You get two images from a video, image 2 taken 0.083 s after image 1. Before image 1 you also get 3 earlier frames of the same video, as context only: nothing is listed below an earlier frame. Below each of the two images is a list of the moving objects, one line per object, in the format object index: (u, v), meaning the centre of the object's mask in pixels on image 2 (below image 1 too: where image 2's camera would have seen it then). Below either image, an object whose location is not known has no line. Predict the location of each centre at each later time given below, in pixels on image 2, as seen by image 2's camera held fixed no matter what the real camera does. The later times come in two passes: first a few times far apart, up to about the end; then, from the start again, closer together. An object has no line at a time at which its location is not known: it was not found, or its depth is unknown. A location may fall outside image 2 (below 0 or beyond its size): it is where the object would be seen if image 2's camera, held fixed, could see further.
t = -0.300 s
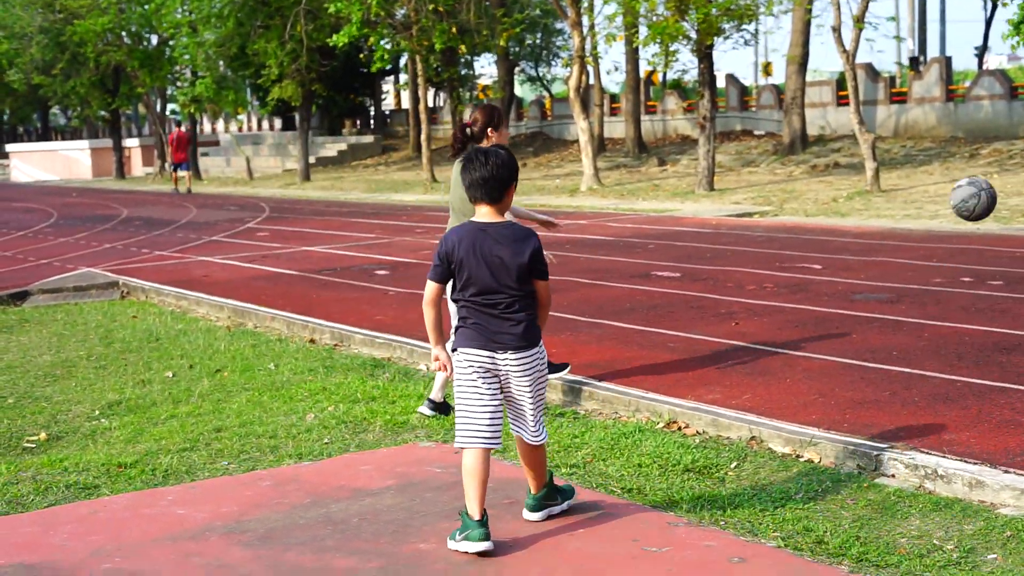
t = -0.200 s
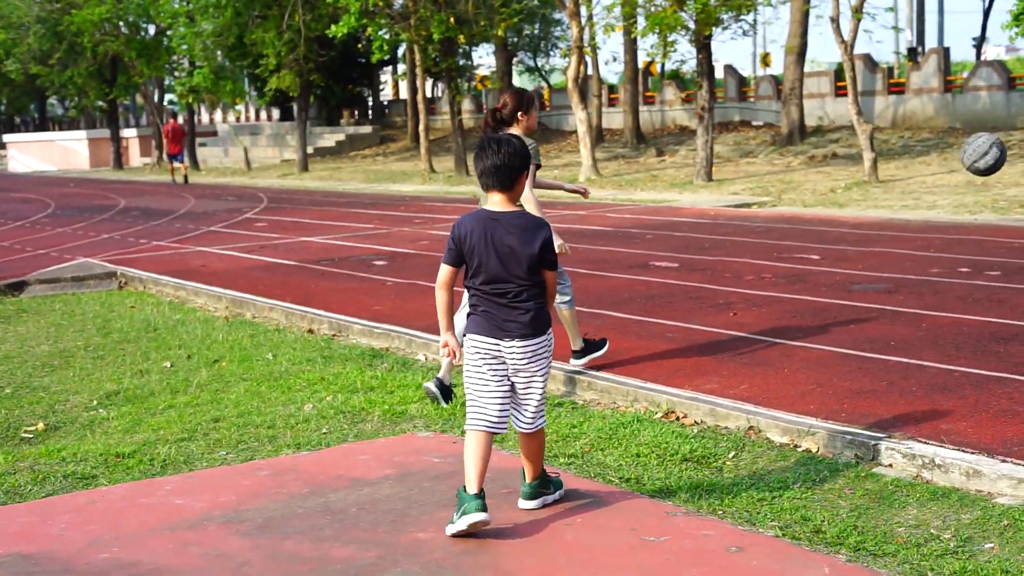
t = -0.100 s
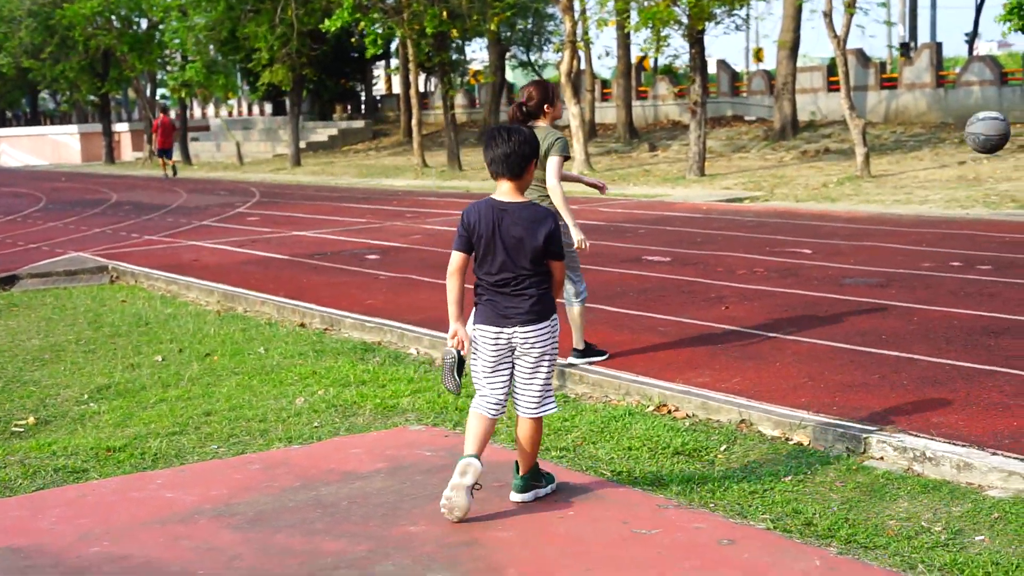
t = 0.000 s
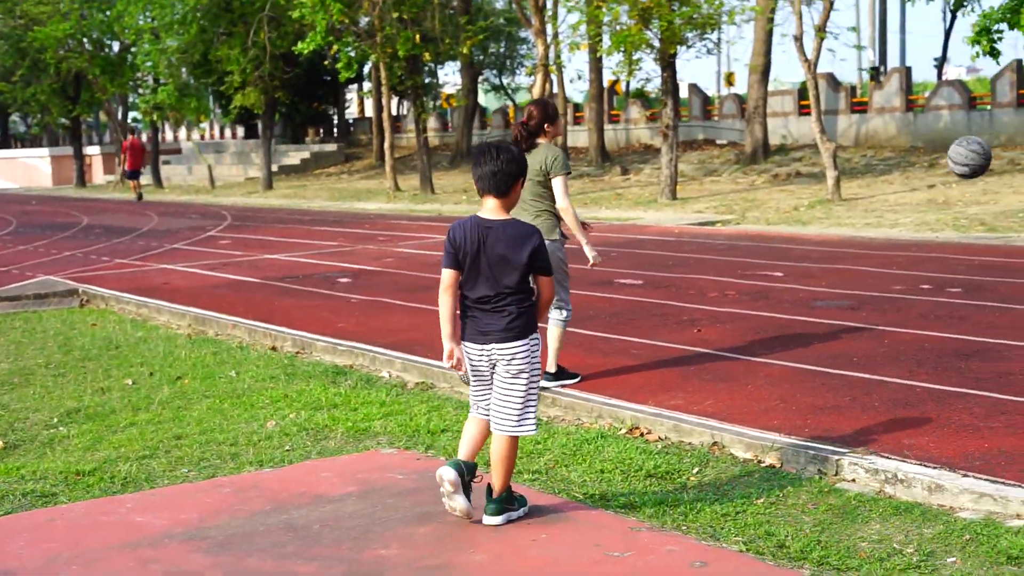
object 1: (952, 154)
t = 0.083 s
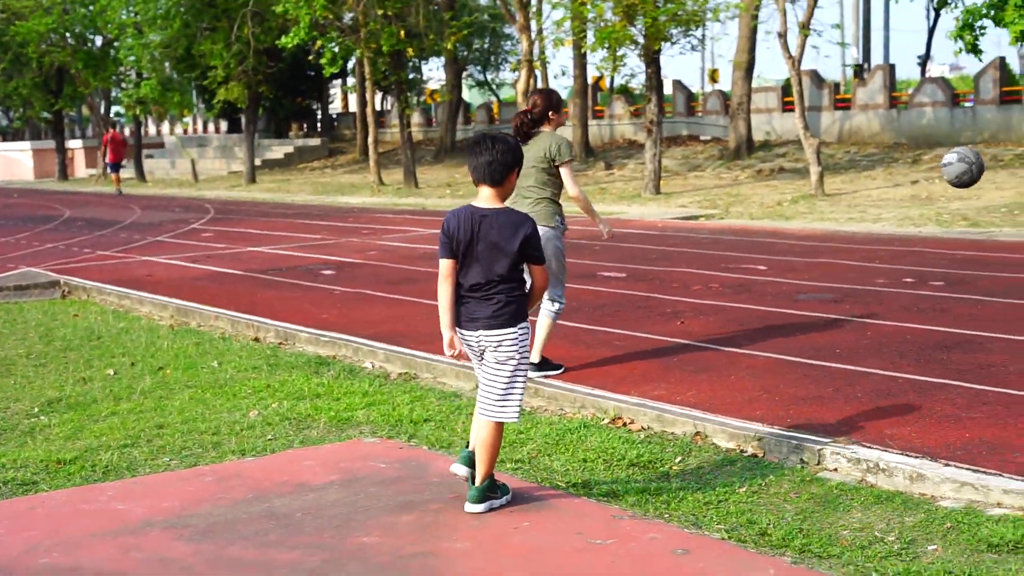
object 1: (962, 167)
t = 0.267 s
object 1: (985, 241)
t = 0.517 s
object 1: (1015, 221)
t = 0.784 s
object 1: (1045, 160)
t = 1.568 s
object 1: (1127, 175)
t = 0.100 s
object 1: (964, 172)
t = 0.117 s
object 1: (966, 177)
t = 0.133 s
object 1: (968, 182)
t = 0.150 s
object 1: (971, 188)
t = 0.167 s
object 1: (973, 194)
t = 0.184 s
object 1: (975, 201)
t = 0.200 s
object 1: (977, 208)
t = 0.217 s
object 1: (980, 215)
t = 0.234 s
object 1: (981, 223)
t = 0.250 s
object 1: (983, 231)
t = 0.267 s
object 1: (985, 241)
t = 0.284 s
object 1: (987, 250)
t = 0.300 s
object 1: (988, 259)
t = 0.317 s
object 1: (990, 269)
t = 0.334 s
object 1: (992, 280)
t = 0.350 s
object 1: (994, 290)
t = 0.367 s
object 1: (996, 302)
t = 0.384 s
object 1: (998, 298)
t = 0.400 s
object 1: (1000, 286)
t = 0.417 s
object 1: (1002, 276)
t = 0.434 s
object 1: (1004, 266)
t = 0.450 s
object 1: (1005, 257)
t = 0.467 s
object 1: (1007, 248)
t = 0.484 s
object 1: (1010, 239)
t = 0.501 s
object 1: (1012, 231)
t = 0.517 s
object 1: (1015, 221)
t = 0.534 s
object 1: (1017, 213)
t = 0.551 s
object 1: (1019, 207)
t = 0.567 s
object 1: (1020, 201)
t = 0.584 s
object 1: (1023, 195)
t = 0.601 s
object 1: (1025, 189)
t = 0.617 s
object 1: (1027, 184)
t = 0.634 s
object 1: (1029, 180)
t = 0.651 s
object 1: (1030, 176)
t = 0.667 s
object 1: (1032, 172)
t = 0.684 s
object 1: (1034, 169)
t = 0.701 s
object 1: (1035, 167)
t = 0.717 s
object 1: (1037, 165)
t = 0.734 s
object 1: (1039, 163)
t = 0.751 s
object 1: (1041, 161)
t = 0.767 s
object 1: (1043, 161)
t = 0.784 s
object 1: (1045, 160)
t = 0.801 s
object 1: (1047, 161)
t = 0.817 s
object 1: (1049, 161)
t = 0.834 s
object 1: (1051, 162)
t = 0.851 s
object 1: (1053, 163)
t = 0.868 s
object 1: (1054, 166)
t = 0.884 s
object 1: (1056, 168)
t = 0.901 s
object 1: (1058, 171)
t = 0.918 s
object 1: (1060, 174)
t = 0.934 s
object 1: (1062, 178)
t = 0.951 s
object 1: (1064, 182)
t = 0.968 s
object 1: (1066, 186)
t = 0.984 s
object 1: (1068, 191)
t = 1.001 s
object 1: (1070, 196)
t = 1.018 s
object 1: (1071, 202)
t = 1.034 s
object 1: (1073, 208)
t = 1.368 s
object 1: (1108, 194)
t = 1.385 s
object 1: (1109, 190)
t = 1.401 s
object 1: (1111, 186)
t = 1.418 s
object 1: (1113, 184)
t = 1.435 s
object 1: (1114, 180)
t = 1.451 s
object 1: (1116, 179)
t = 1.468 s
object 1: (1117, 176)
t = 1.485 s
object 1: (1120, 175)
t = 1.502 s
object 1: (1121, 174)
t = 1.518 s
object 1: (1123, 173)
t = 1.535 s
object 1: (1124, 174)
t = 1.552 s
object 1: (1126, 174)
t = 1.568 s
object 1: (1127, 175)
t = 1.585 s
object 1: (1129, 175)
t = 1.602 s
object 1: (1131, 177)
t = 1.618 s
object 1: (1132, 179)
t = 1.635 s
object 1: (1134, 181)
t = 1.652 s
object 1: (1135, 184)
